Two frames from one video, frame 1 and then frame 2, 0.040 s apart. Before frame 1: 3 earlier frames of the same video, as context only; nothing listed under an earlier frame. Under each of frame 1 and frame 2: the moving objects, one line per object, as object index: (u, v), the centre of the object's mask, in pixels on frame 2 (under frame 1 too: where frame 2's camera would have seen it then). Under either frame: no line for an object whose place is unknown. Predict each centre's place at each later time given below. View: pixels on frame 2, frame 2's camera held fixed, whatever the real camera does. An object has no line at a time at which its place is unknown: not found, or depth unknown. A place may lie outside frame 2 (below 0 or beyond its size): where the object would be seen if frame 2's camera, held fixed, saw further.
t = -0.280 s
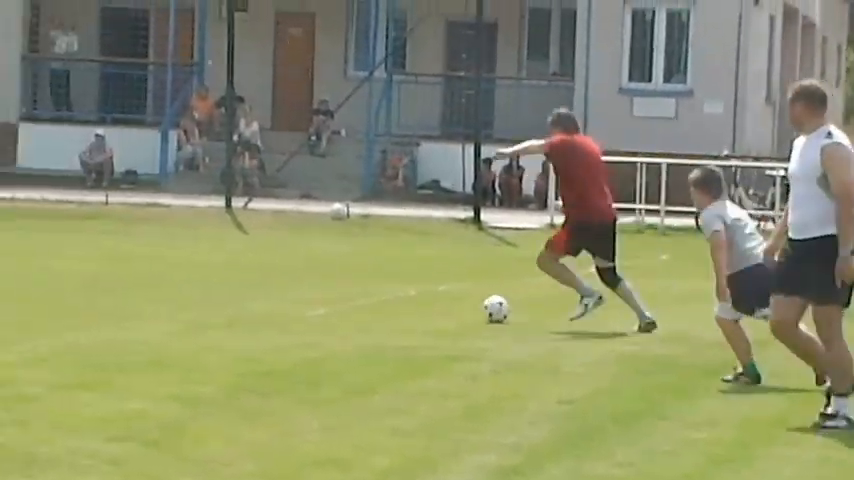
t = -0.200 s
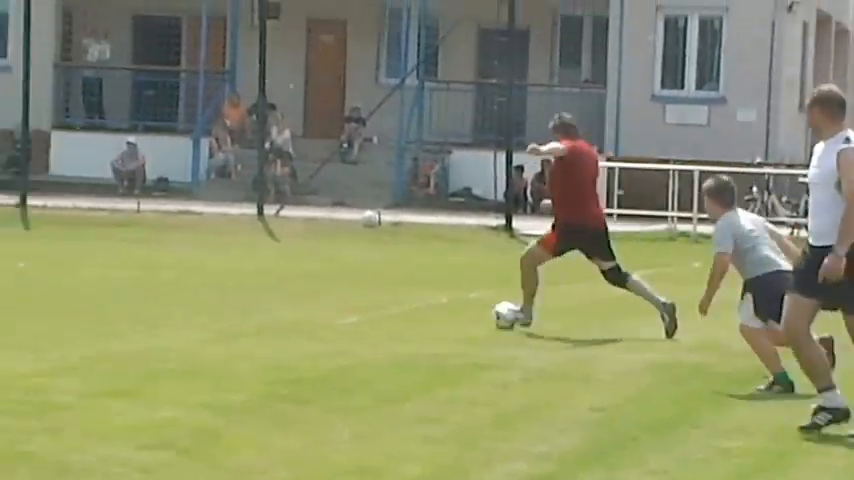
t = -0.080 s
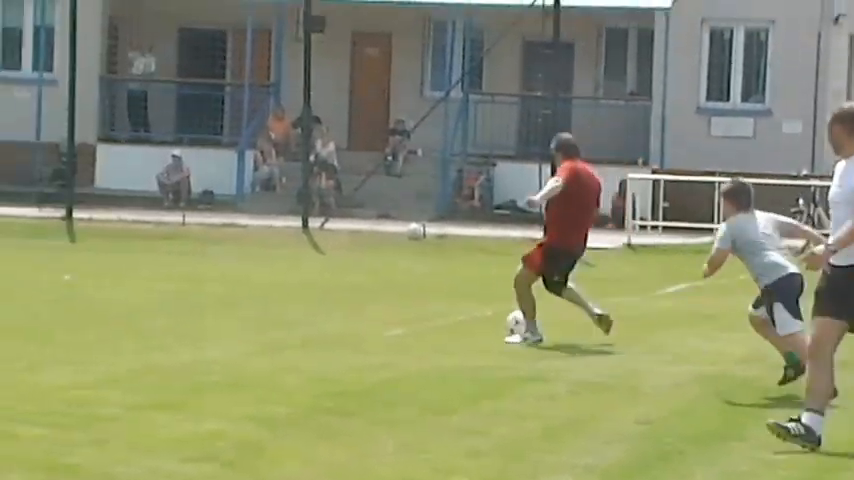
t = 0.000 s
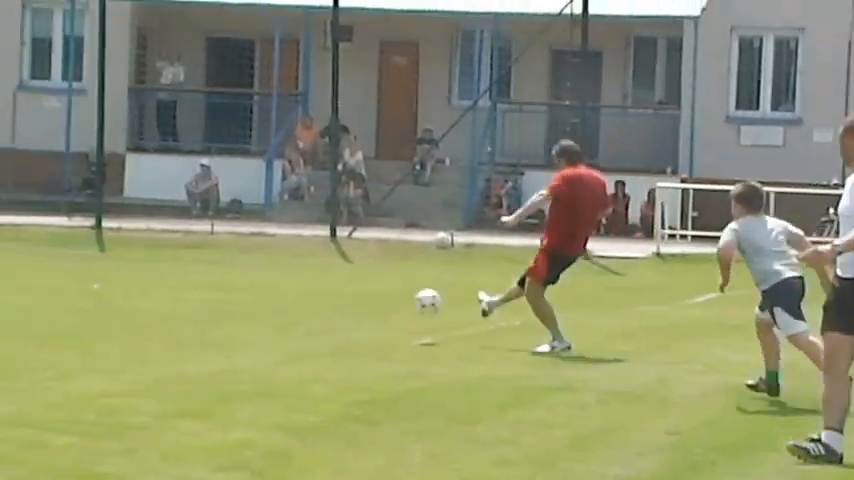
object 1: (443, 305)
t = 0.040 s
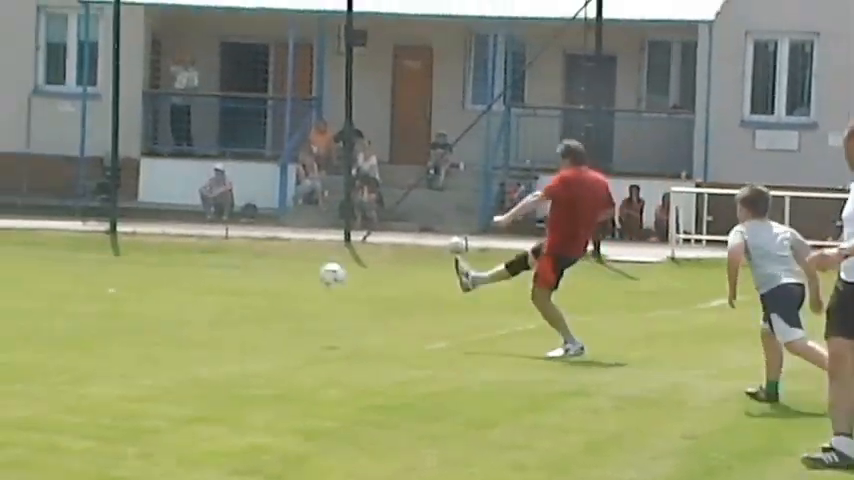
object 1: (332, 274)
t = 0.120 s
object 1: (118, 224)
